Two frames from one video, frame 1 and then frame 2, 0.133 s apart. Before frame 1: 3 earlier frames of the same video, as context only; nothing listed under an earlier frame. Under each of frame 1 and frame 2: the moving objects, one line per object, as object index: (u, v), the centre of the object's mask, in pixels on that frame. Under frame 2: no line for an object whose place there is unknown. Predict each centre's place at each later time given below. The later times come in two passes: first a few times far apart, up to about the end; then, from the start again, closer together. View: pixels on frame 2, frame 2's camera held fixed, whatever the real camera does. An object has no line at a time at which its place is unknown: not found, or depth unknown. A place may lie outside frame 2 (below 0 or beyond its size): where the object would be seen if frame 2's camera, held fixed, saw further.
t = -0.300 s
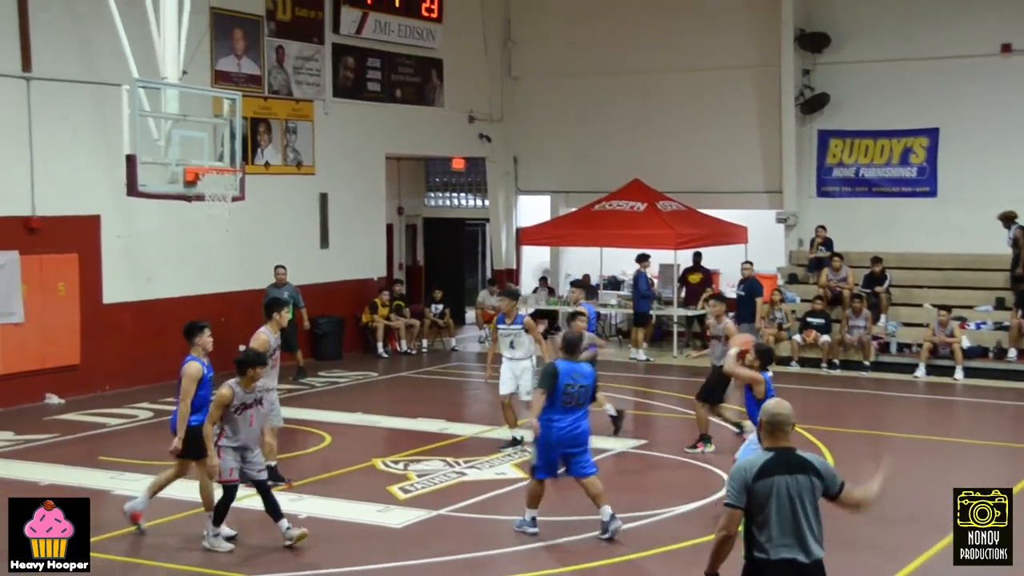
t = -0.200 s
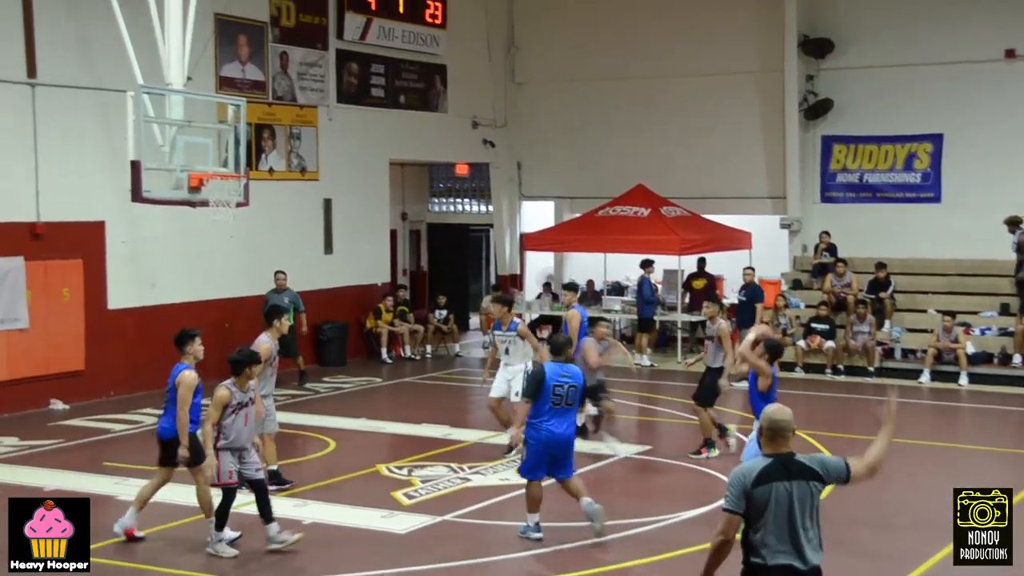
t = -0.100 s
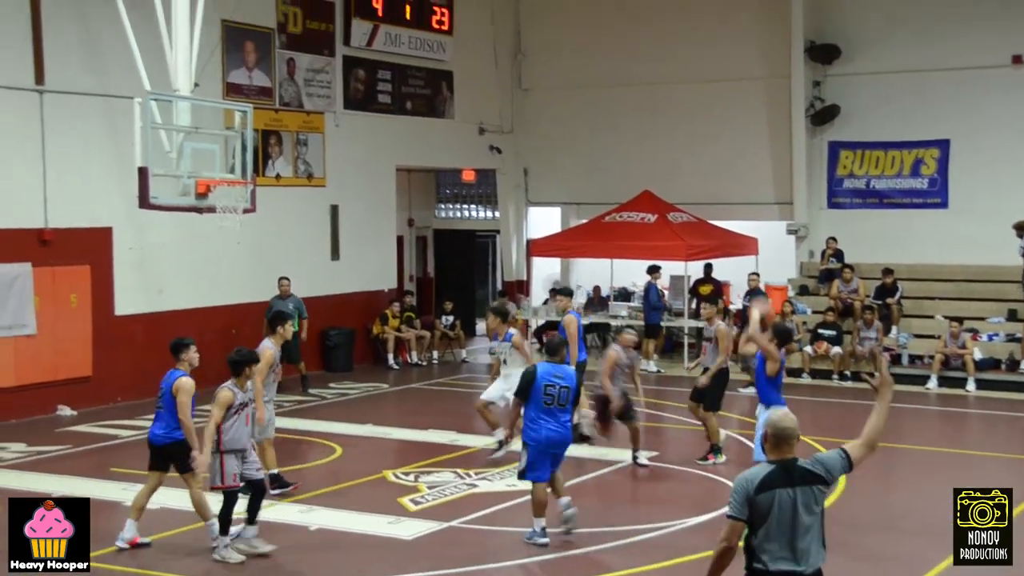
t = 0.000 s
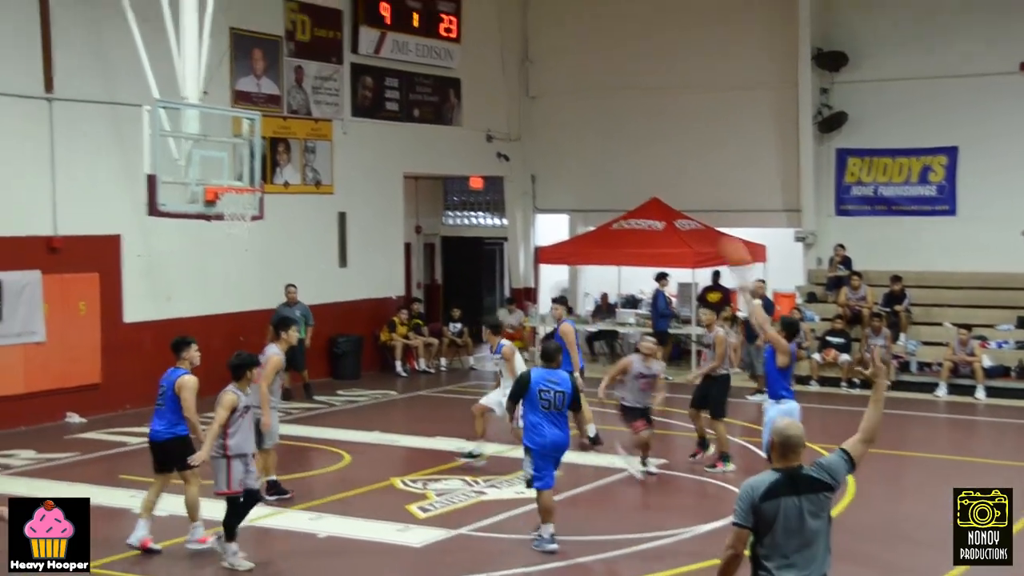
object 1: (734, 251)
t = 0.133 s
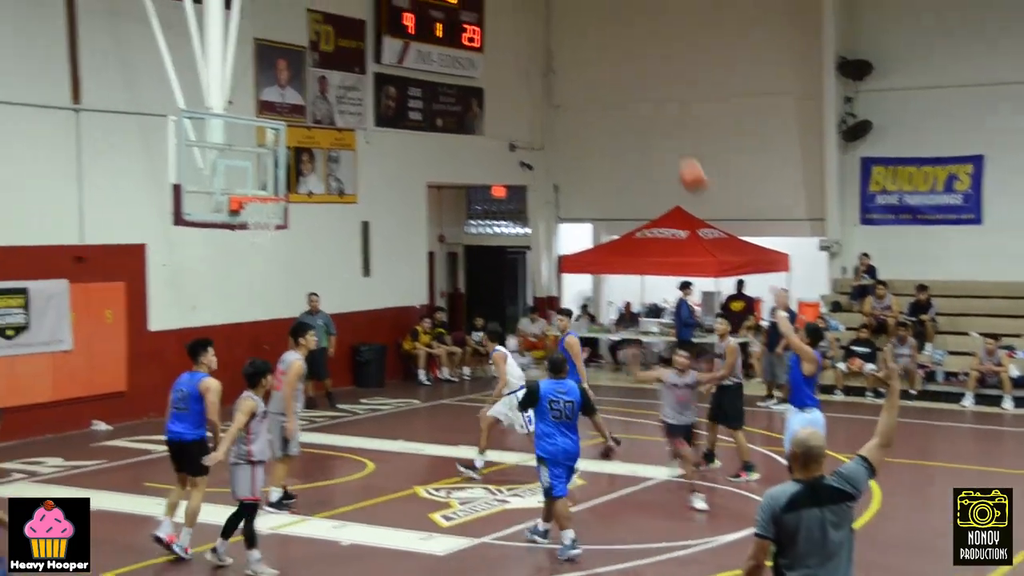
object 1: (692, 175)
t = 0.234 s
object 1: (646, 125)
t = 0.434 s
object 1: (560, 59)
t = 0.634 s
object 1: (481, 38)
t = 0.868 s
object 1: (394, 59)
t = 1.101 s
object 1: (316, 131)
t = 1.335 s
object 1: (277, 171)
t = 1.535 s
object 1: (276, 160)
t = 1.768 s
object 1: (274, 186)
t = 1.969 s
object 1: (260, 185)
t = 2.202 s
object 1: (272, 192)
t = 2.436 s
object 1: (255, 221)
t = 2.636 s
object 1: (249, 260)
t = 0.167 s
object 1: (677, 158)
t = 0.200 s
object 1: (661, 140)
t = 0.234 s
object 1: (646, 125)
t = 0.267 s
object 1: (631, 112)
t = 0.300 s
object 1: (617, 98)
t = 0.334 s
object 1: (603, 86)
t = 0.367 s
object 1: (588, 75)
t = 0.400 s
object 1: (574, 67)
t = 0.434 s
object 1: (560, 59)
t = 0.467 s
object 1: (546, 52)
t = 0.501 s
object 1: (532, 47)
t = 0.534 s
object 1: (518, 43)
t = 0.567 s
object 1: (505, 40)
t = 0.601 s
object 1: (493, 38)
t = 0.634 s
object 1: (481, 38)
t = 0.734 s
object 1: (442, 40)
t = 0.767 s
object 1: (429, 44)
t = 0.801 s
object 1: (417, 48)
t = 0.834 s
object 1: (406, 53)
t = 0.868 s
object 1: (394, 59)
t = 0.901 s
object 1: (382, 68)
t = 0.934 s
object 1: (371, 76)
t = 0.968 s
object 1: (359, 85)
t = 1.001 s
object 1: (348, 95)
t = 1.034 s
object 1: (336, 106)
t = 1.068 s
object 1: (327, 117)
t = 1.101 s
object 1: (316, 131)
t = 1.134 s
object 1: (307, 143)
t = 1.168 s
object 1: (297, 157)
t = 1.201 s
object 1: (287, 173)
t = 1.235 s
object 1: (279, 187)
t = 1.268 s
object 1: (278, 182)
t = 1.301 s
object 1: (278, 176)
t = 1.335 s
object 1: (277, 171)
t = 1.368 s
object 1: (277, 166)
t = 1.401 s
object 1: (277, 163)
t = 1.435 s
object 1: (277, 161)
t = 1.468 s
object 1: (276, 160)
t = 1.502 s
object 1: (276, 159)
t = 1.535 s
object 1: (276, 160)
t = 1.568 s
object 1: (276, 161)
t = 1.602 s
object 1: (275, 164)
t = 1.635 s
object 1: (275, 167)
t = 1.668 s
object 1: (275, 171)
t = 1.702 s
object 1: (275, 177)
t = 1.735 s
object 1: (275, 183)
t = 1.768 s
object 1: (274, 186)
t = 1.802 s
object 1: (272, 184)
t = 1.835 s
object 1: (269, 182)
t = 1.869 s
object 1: (267, 182)
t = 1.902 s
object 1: (265, 183)
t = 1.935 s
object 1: (262, 184)
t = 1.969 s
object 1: (260, 185)
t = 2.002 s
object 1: (257, 188)
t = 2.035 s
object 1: (256, 189)
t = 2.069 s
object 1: (259, 188)
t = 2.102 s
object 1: (262, 188)
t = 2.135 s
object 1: (266, 189)
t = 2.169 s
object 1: (268, 189)
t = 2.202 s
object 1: (272, 192)
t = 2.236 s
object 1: (271, 191)
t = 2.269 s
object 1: (268, 197)
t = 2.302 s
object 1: (265, 200)
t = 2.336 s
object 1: (263, 205)
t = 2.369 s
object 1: (259, 209)
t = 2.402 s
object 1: (258, 214)
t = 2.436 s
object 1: (255, 221)
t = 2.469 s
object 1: (254, 227)
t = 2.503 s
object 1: (252, 231)
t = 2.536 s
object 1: (252, 235)
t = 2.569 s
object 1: (251, 244)
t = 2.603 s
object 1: (250, 252)
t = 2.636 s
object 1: (249, 260)
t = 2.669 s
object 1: (249, 270)
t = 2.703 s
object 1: (248, 280)
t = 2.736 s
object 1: (247, 291)
